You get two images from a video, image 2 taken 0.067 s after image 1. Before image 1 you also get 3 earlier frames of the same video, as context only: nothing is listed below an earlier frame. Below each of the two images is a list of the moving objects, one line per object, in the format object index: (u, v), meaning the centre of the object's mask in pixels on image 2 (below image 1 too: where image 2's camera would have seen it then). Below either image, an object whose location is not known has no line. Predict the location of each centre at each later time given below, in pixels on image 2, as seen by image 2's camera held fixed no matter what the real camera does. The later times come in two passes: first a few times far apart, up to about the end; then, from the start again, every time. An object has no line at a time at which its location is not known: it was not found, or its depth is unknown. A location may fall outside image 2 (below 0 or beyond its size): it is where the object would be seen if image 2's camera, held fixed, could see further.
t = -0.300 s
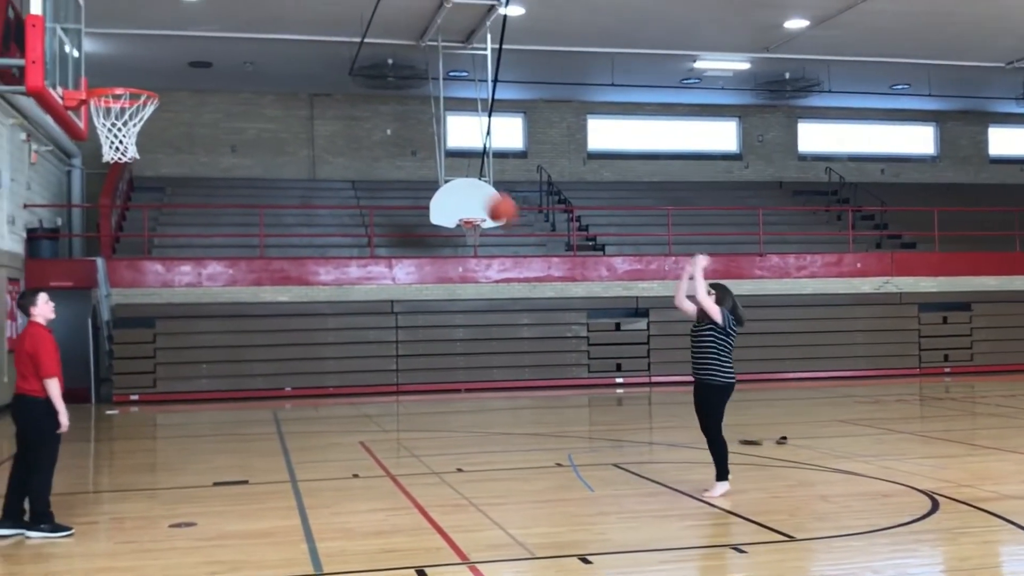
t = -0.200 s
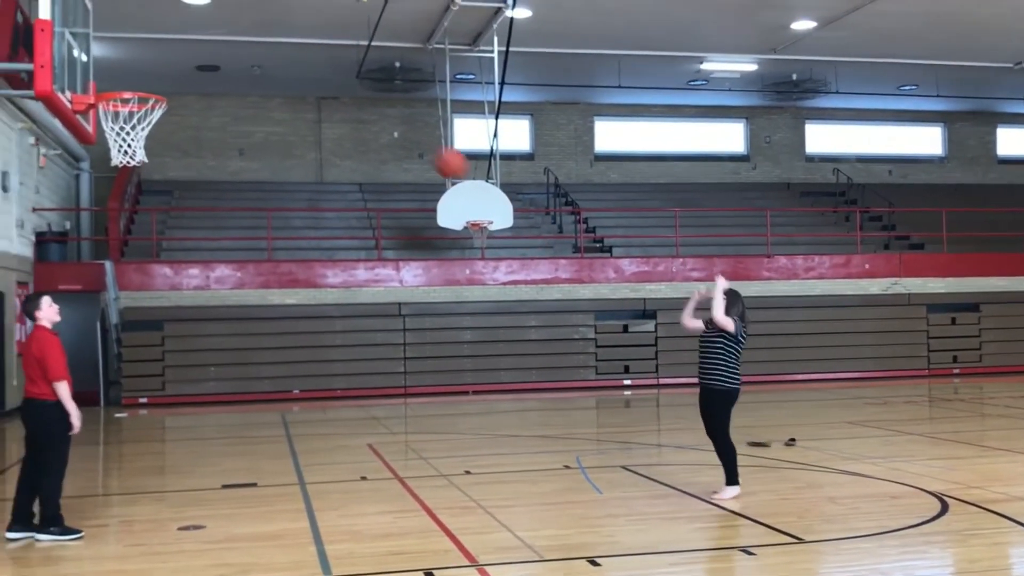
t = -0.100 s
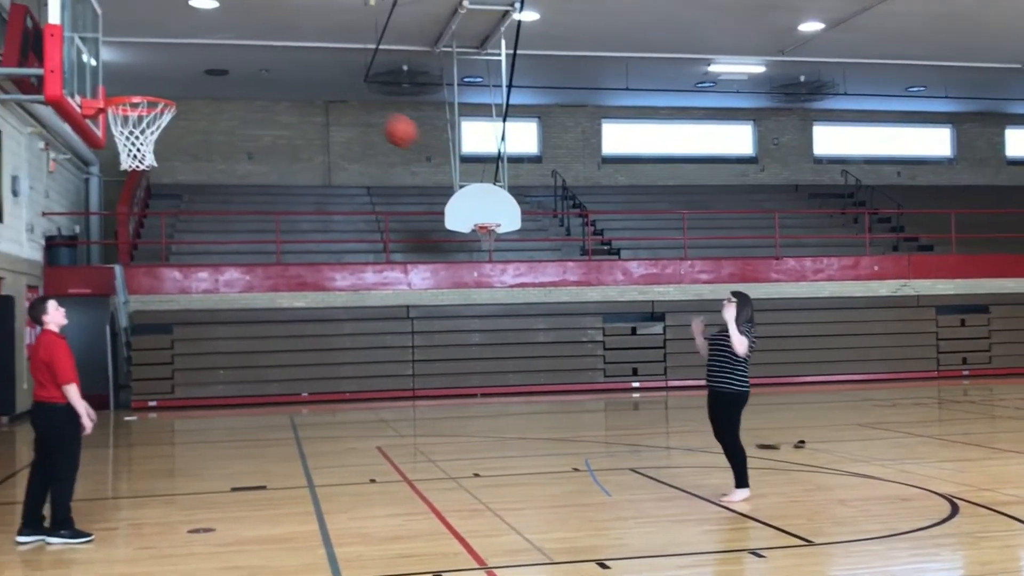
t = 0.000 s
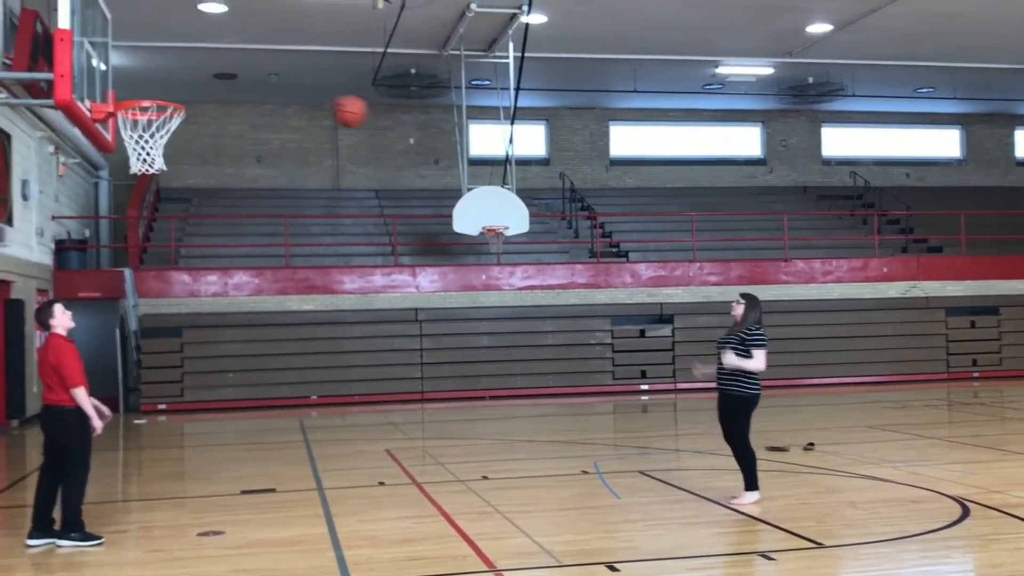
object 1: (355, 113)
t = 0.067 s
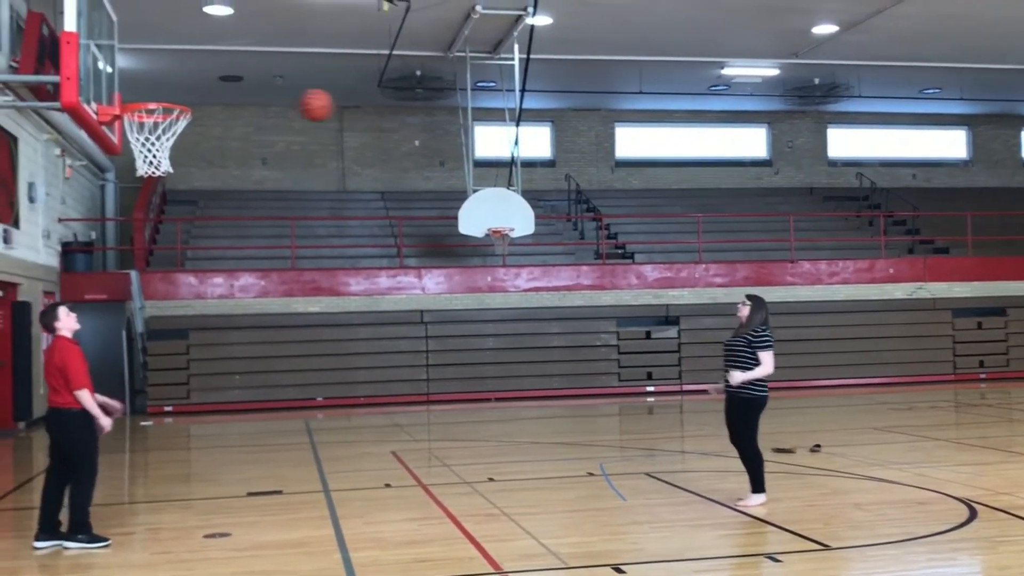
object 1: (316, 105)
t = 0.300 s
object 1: (227, 121)
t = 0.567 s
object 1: (366, 209)
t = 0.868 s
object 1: (502, 403)
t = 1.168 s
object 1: (593, 371)
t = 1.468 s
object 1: (662, 277)
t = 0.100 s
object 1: (296, 103)
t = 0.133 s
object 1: (276, 103)
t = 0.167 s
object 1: (257, 104)
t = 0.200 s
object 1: (236, 107)
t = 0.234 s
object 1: (216, 111)
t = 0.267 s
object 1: (210, 115)
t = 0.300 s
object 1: (227, 121)
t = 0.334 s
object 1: (246, 127)
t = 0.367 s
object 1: (264, 134)
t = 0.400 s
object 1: (281, 144)
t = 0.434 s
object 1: (298, 154)
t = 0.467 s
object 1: (316, 166)
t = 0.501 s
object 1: (334, 179)
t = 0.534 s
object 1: (350, 194)
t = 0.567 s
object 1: (366, 209)
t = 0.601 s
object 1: (382, 226)
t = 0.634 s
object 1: (398, 243)
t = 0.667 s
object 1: (414, 262)
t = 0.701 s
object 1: (428, 284)
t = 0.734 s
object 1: (444, 307)
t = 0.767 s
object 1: (458, 326)
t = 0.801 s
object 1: (473, 350)
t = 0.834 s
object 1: (488, 375)
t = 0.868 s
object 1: (502, 403)
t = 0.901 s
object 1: (514, 430)
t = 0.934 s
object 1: (527, 457)
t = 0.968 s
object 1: (540, 485)
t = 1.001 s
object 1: (550, 472)
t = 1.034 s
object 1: (559, 449)
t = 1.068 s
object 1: (567, 427)
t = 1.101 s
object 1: (577, 408)
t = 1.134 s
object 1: (586, 387)
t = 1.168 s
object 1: (593, 371)
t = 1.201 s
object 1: (600, 355)
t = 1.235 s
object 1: (608, 339)
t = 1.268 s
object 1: (616, 326)
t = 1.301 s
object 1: (623, 315)
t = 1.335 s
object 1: (631, 304)
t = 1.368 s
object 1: (639, 296)
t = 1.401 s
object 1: (646, 289)
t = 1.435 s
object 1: (654, 282)
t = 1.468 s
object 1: (662, 277)
